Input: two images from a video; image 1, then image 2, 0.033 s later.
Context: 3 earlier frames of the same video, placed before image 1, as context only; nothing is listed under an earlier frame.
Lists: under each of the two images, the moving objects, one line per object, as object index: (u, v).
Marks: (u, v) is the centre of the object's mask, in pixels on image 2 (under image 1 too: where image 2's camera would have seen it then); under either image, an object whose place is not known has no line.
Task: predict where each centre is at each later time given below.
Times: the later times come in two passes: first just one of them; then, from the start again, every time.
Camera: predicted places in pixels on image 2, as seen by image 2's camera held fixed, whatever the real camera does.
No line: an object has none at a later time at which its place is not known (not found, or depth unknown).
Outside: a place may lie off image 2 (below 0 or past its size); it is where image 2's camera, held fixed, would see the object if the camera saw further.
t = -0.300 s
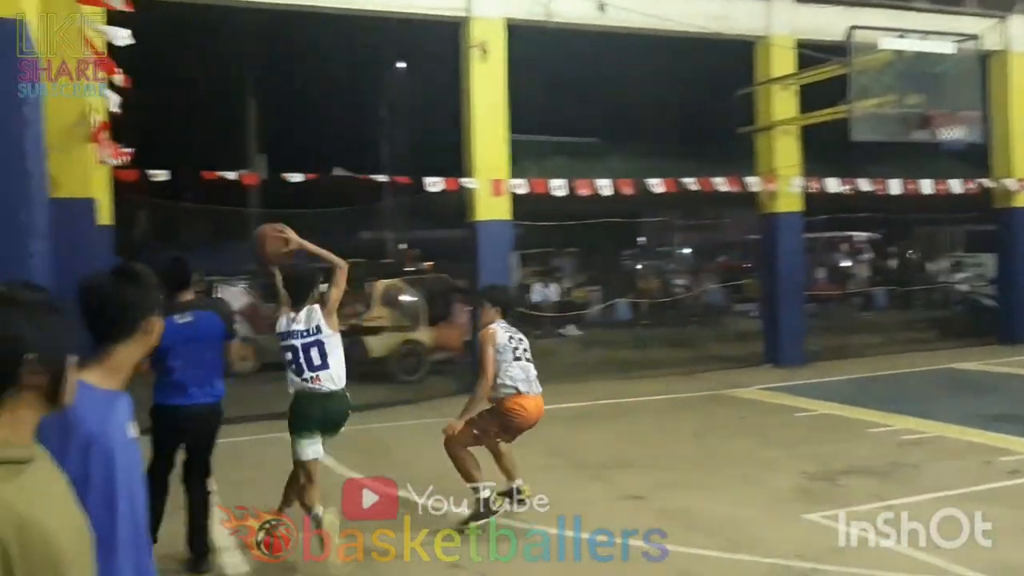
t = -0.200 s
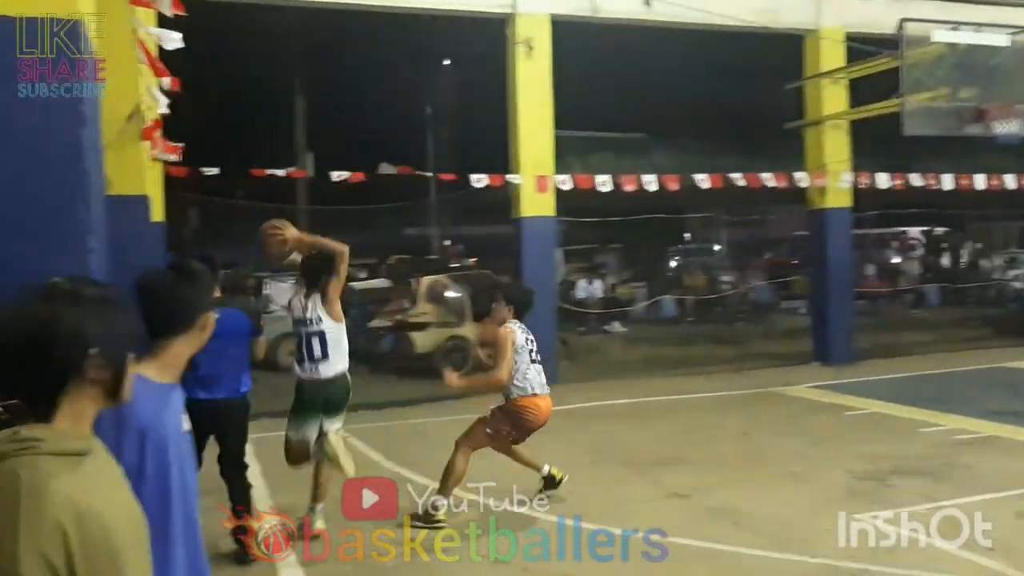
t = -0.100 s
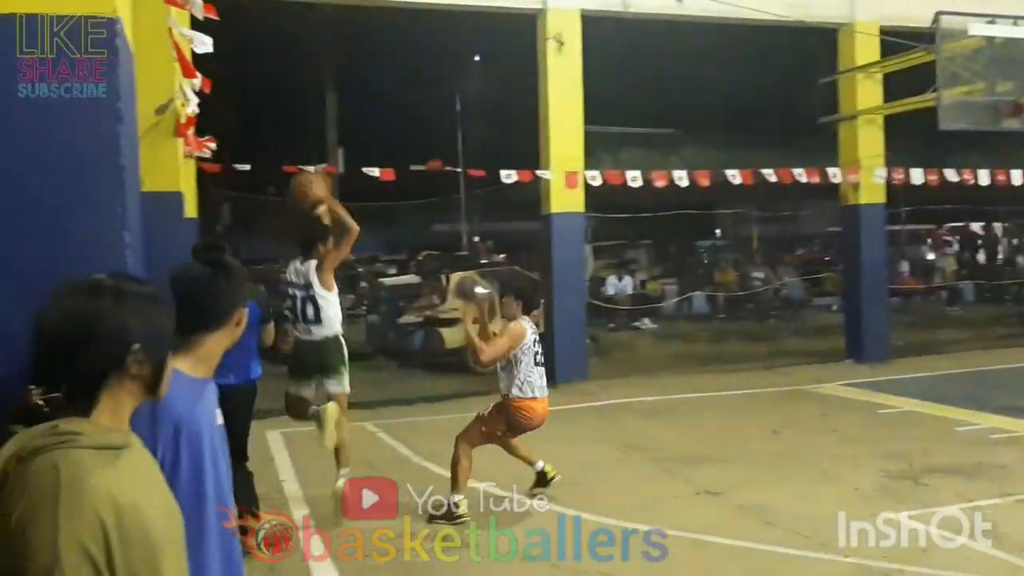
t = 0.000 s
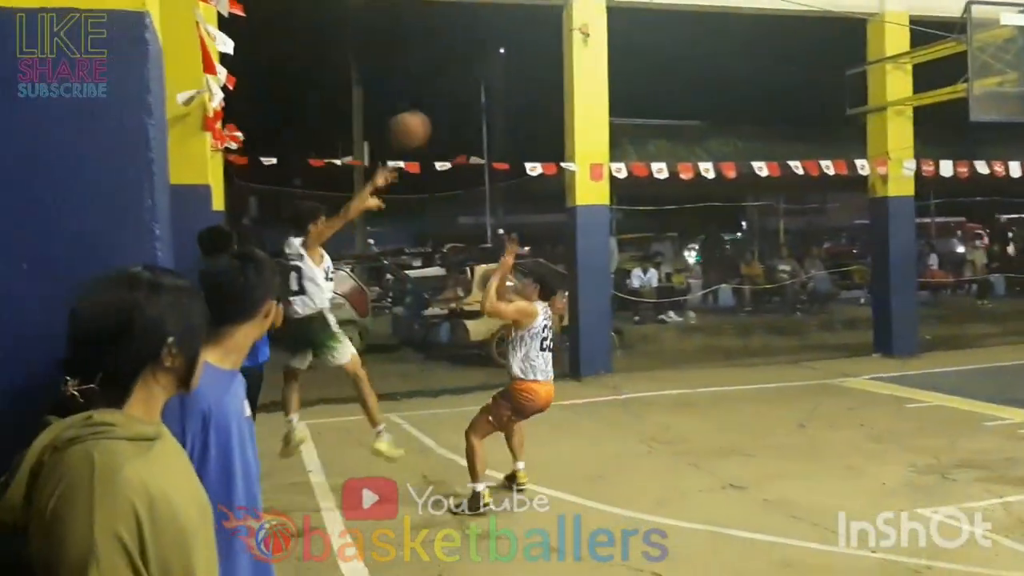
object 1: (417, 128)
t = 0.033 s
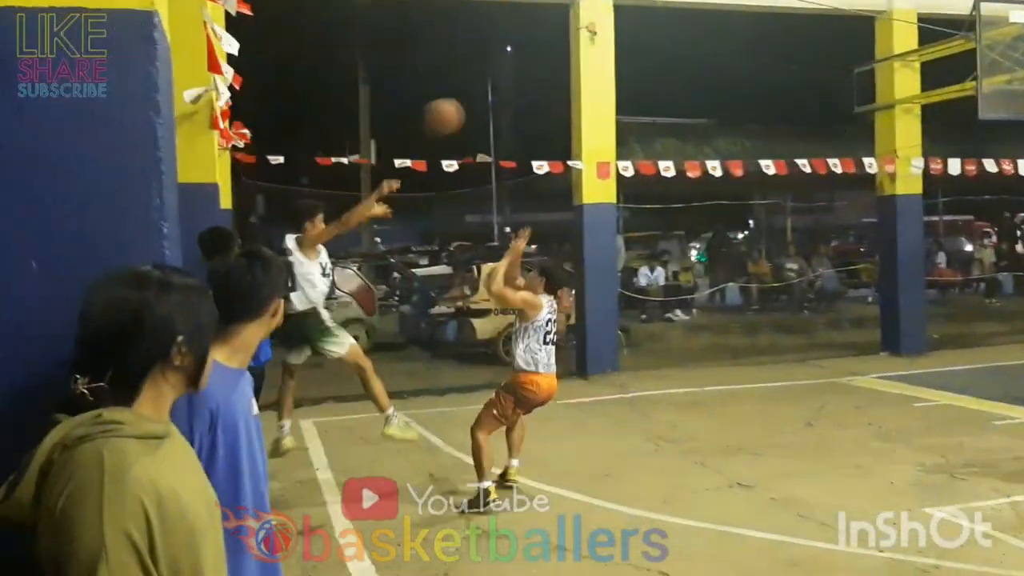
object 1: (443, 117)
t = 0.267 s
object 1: (603, 86)
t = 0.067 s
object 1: (467, 108)
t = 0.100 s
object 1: (493, 100)
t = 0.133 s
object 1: (517, 93)
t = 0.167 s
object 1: (540, 89)
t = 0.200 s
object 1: (561, 87)
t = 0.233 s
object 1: (581, 85)
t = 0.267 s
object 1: (603, 86)
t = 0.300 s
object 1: (624, 87)
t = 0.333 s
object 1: (642, 90)
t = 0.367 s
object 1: (661, 93)
